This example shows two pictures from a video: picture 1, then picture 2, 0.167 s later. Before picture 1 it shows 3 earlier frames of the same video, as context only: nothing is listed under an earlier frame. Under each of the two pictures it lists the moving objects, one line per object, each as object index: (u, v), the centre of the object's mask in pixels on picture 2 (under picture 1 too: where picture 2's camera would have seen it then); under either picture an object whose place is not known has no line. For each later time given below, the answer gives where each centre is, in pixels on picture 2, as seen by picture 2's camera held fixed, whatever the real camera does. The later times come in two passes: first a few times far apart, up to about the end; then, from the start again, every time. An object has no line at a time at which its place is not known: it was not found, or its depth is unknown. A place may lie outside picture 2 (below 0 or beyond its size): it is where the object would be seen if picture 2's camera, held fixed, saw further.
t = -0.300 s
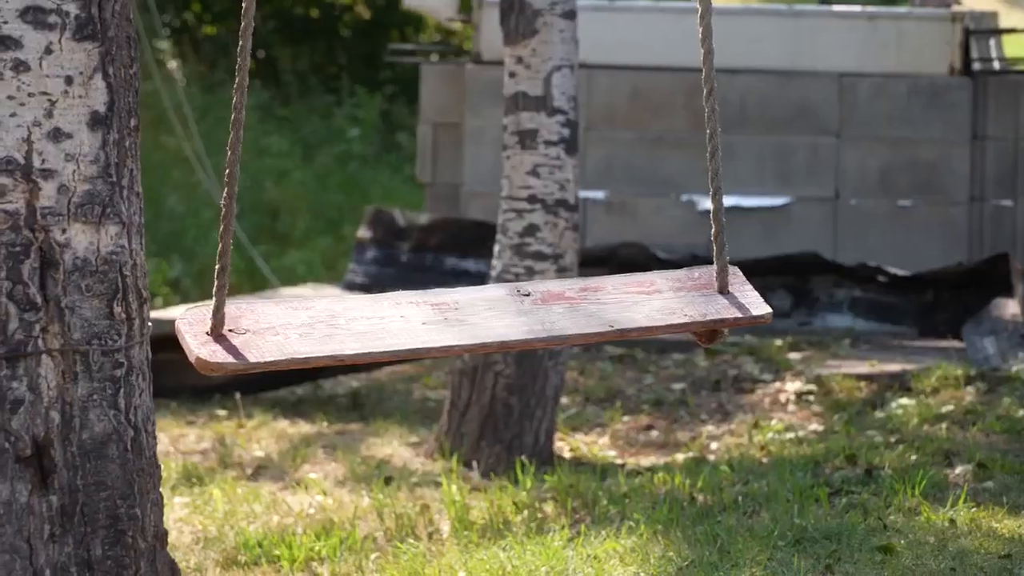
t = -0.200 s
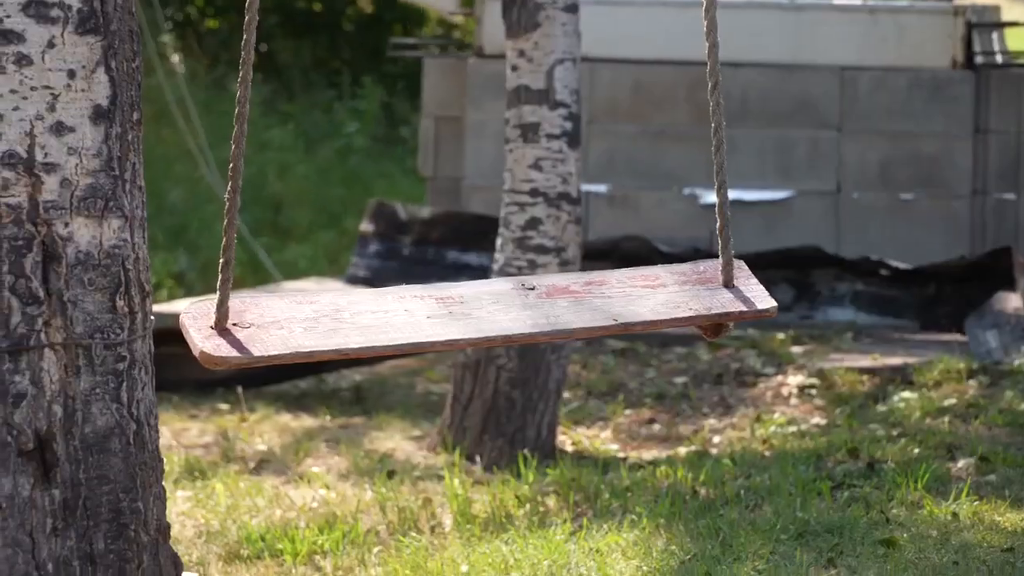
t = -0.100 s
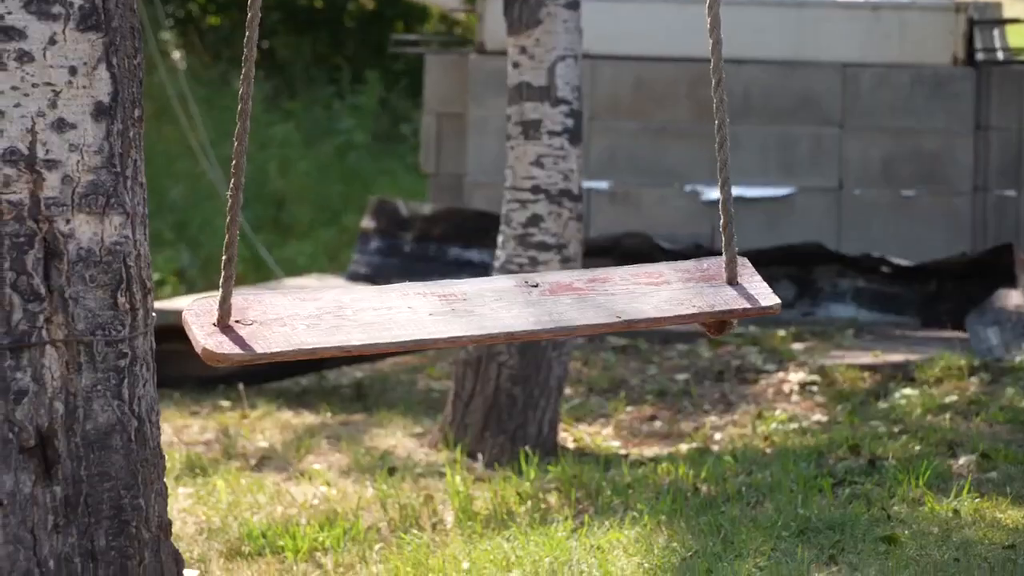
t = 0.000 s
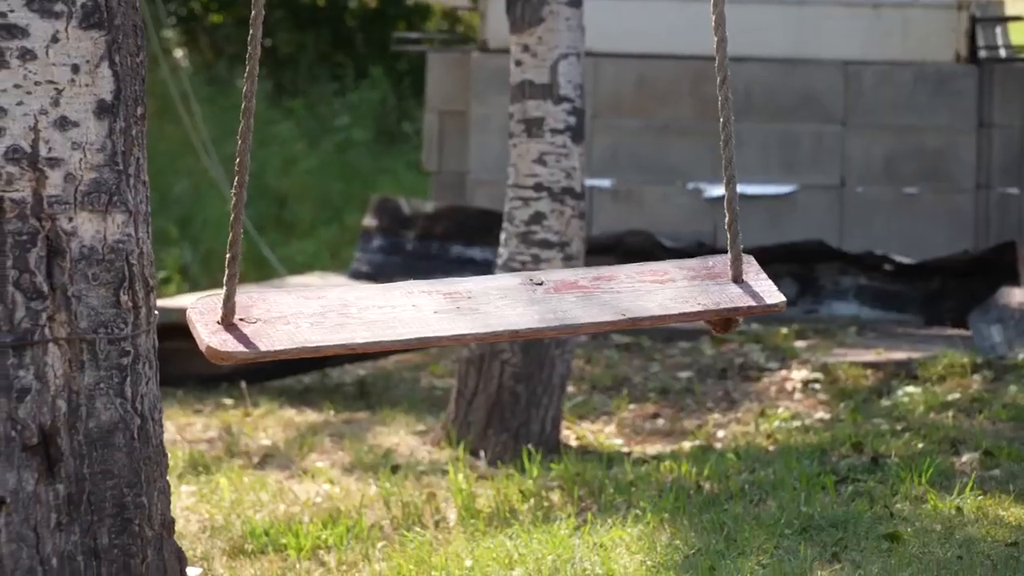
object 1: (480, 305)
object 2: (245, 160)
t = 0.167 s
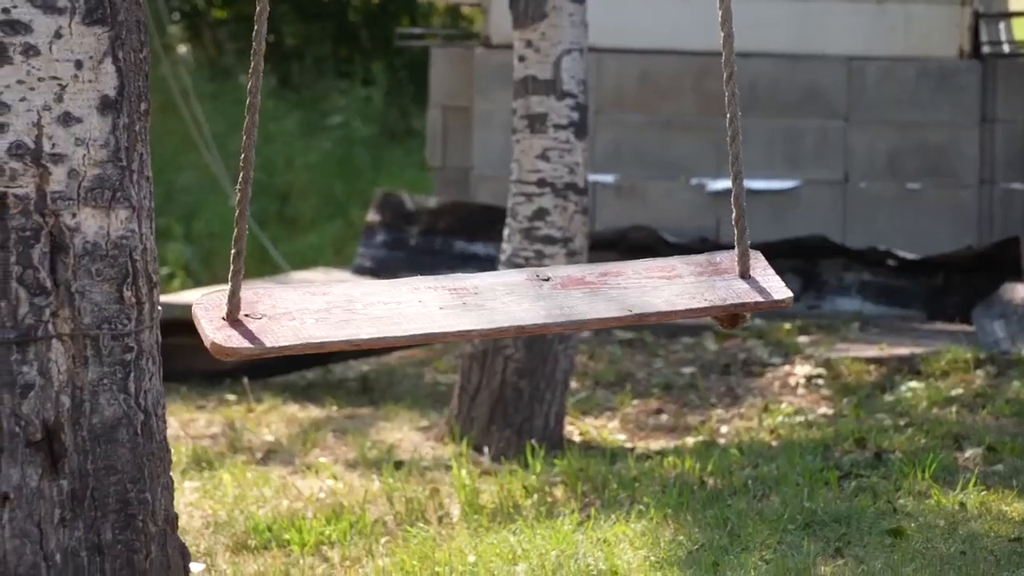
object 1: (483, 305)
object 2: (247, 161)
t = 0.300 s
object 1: (485, 305)
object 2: (248, 163)
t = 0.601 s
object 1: (487, 305)
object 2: (249, 168)
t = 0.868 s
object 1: (487, 305)
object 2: (248, 171)
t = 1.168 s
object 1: (485, 305)
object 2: (244, 178)
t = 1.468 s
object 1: (479, 305)
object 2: (239, 182)
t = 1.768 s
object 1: (473, 304)
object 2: (235, 172)
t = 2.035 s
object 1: (468, 304)
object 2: (230, 167)
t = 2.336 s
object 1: (463, 304)
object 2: (227, 169)
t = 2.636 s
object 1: (461, 304)
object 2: (225, 170)
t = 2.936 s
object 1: (462, 304)
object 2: (226, 172)
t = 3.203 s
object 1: (465, 304)
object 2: (229, 175)
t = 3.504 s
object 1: (469, 305)
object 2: (234, 178)
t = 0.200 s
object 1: (483, 305)
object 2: (247, 162)
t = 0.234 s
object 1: (484, 305)
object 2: (247, 162)
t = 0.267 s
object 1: (485, 305)
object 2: (248, 162)
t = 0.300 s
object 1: (485, 305)
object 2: (248, 163)
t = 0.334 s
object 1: (485, 305)
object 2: (248, 163)
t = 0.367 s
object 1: (485, 305)
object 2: (248, 163)
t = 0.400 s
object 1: (486, 305)
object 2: (248, 164)
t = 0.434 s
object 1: (487, 305)
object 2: (249, 164)
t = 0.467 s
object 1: (487, 305)
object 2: (249, 165)
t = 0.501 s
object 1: (487, 305)
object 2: (249, 165)
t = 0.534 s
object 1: (487, 305)
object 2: (249, 166)
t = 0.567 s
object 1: (487, 305)
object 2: (249, 167)
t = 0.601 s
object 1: (487, 305)
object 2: (249, 168)
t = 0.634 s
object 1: (487, 305)
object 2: (249, 168)
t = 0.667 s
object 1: (487, 305)
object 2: (249, 168)
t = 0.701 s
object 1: (487, 305)
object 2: (248, 168)
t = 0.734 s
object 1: (487, 305)
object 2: (248, 168)
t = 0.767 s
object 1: (488, 305)
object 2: (248, 170)
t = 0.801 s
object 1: (488, 305)
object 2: (248, 170)
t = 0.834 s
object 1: (487, 305)
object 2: (248, 171)
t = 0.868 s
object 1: (487, 305)
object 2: (248, 171)
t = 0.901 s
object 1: (487, 305)
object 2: (248, 172)
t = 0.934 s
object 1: (487, 305)
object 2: (247, 173)
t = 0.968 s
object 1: (487, 305)
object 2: (247, 173)
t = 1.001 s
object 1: (486, 305)
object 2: (246, 174)
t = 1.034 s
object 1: (486, 305)
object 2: (246, 175)
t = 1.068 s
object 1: (486, 305)
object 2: (246, 176)
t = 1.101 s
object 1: (485, 305)
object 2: (245, 176)
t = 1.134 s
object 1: (485, 305)
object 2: (245, 177)
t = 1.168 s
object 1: (485, 305)
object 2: (244, 178)
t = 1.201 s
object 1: (484, 305)
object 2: (244, 179)
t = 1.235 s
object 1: (484, 305)
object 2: (243, 180)
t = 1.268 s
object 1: (483, 305)
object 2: (243, 180)
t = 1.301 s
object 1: (482, 305)
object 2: (242, 181)
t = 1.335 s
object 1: (482, 305)
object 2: (242, 181)
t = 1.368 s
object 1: (481, 305)
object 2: (241, 181)
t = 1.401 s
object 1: (480, 305)
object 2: (241, 181)
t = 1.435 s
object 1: (480, 305)
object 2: (240, 182)
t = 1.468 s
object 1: (479, 305)
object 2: (239, 182)
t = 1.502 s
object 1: (479, 305)
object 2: (239, 181)
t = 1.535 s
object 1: (478, 304)
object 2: (238, 181)
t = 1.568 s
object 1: (477, 304)
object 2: (238, 181)
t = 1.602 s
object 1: (477, 304)
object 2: (237, 179)
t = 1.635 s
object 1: (476, 304)
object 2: (237, 177)
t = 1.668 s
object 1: (475, 304)
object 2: (236, 175)
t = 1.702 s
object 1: (475, 304)
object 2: (236, 174)
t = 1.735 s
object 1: (474, 304)
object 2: (235, 174)
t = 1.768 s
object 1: (473, 304)
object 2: (235, 172)
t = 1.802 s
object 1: (472, 304)
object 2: (234, 171)
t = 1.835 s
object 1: (472, 304)
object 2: (234, 171)
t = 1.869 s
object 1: (471, 304)
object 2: (233, 169)
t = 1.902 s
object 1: (471, 304)
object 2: (233, 169)
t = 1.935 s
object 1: (470, 304)
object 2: (232, 169)
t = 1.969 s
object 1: (469, 304)
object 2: (231, 169)
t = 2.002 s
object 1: (469, 304)
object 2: (231, 168)
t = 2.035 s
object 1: (468, 304)
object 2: (230, 167)
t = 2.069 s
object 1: (468, 304)
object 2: (230, 167)
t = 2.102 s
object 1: (467, 304)
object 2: (229, 167)
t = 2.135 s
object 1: (467, 304)
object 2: (229, 167)
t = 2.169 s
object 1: (466, 304)
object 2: (229, 167)
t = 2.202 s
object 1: (465, 304)
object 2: (228, 167)
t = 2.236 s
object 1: (465, 304)
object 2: (228, 168)
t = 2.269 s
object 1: (464, 304)
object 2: (227, 168)
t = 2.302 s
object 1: (464, 304)
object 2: (227, 168)
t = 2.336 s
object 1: (463, 304)
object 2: (227, 169)
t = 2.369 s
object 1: (463, 304)
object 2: (226, 169)
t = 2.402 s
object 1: (463, 304)
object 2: (226, 169)
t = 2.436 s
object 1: (463, 304)
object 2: (226, 170)
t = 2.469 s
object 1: (462, 304)
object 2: (226, 170)
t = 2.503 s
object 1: (462, 304)
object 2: (225, 170)
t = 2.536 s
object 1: (462, 304)
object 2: (225, 170)
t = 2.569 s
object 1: (462, 304)
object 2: (225, 171)
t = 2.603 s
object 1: (462, 304)
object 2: (225, 171)
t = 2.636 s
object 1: (461, 304)
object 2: (225, 170)
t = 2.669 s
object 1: (461, 304)
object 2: (225, 171)
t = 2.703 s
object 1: (461, 304)
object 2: (225, 171)
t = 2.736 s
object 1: (461, 304)
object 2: (225, 171)
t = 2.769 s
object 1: (461, 304)
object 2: (225, 171)
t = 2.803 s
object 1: (461, 304)
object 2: (225, 171)
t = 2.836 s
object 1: (461, 304)
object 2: (226, 171)
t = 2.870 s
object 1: (461, 304)
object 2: (226, 172)
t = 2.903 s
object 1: (462, 304)
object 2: (226, 172)
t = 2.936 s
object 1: (462, 304)
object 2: (226, 172)
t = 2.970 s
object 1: (462, 304)
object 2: (227, 172)
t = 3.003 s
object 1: (463, 304)
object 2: (227, 172)
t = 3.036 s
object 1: (464, 304)
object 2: (227, 173)
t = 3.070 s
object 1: (463, 304)
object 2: (227, 173)
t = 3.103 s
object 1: (464, 304)
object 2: (228, 173)
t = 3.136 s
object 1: (464, 304)
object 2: (228, 174)
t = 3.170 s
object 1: (465, 304)
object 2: (228, 174)
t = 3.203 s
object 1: (465, 304)
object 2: (229, 175)
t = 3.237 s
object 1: (465, 304)
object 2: (229, 175)
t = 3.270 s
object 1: (465, 304)
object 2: (230, 175)
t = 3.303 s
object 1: (466, 305)
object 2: (231, 175)
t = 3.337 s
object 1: (466, 305)
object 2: (231, 176)
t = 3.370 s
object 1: (467, 305)
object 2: (231, 176)
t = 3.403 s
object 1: (468, 305)
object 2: (232, 176)
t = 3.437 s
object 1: (469, 305)
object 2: (233, 177)
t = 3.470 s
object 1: (469, 305)
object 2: (233, 178)
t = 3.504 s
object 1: (469, 305)
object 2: (234, 178)
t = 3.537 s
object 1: (470, 305)
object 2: (234, 178)
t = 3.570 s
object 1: (471, 305)
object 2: (235, 178)
